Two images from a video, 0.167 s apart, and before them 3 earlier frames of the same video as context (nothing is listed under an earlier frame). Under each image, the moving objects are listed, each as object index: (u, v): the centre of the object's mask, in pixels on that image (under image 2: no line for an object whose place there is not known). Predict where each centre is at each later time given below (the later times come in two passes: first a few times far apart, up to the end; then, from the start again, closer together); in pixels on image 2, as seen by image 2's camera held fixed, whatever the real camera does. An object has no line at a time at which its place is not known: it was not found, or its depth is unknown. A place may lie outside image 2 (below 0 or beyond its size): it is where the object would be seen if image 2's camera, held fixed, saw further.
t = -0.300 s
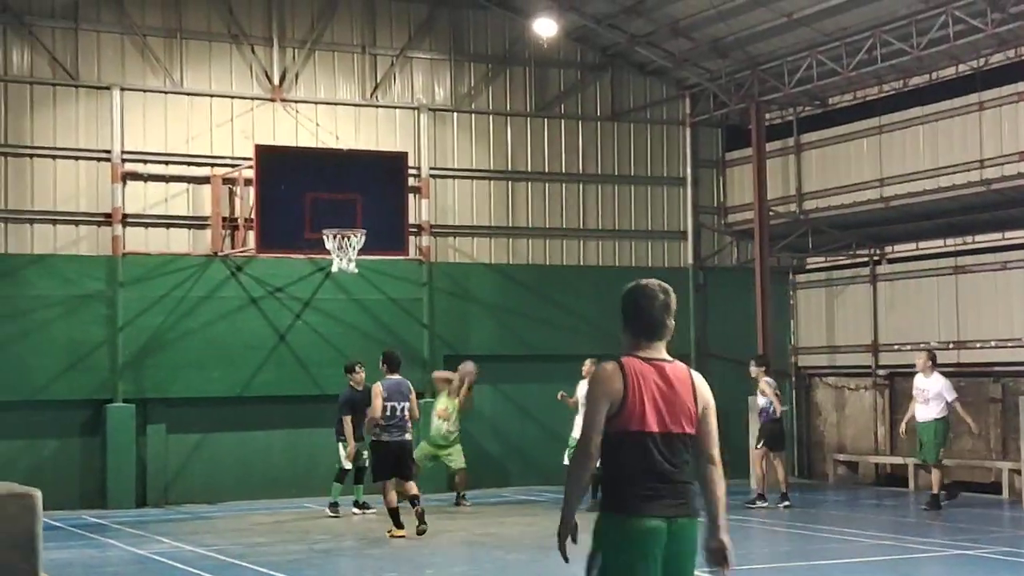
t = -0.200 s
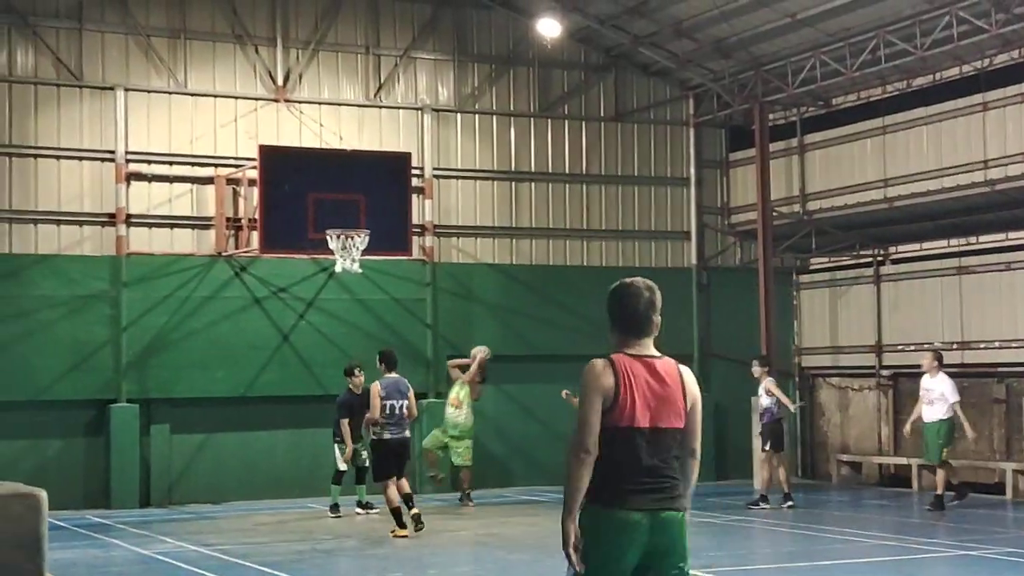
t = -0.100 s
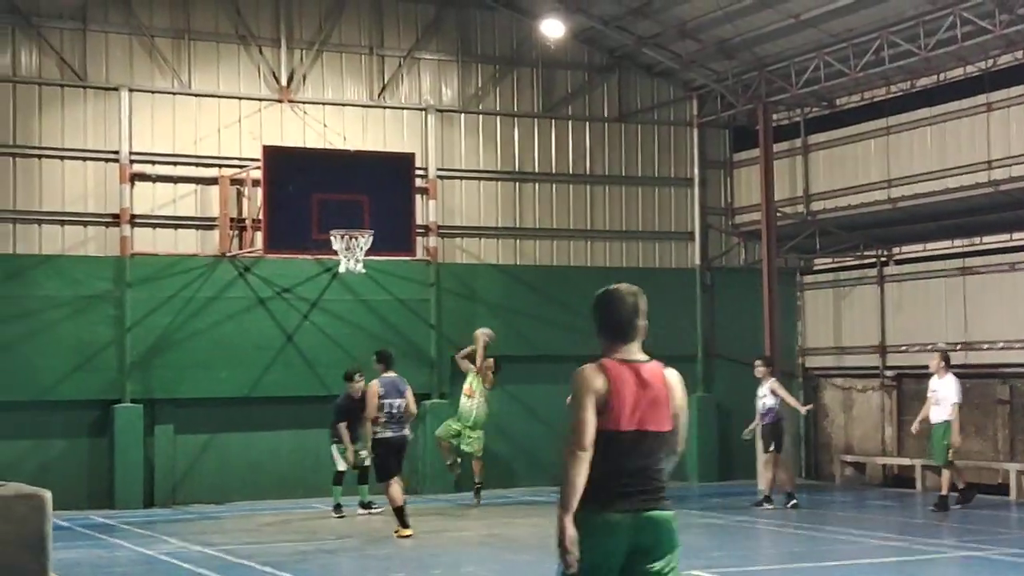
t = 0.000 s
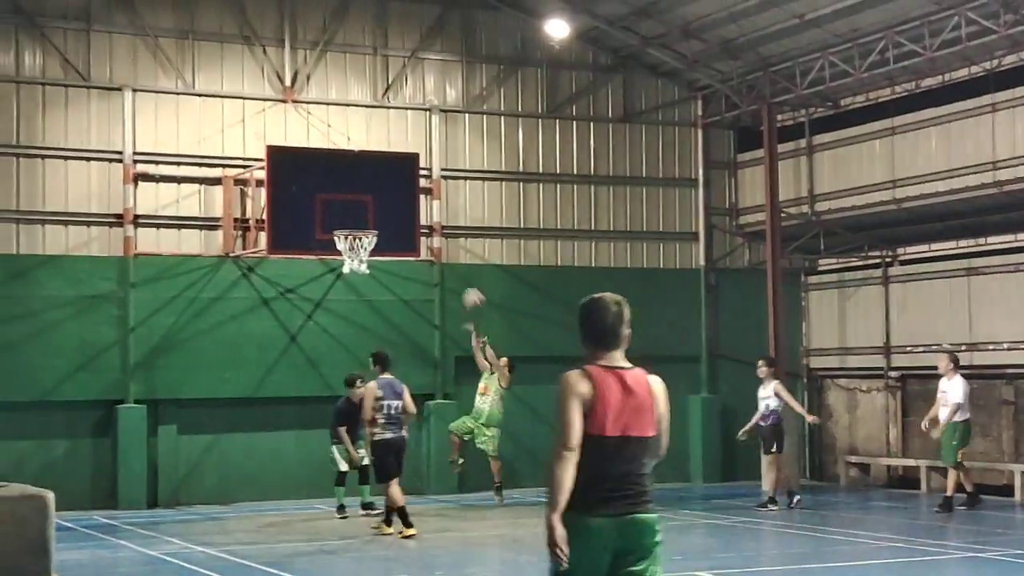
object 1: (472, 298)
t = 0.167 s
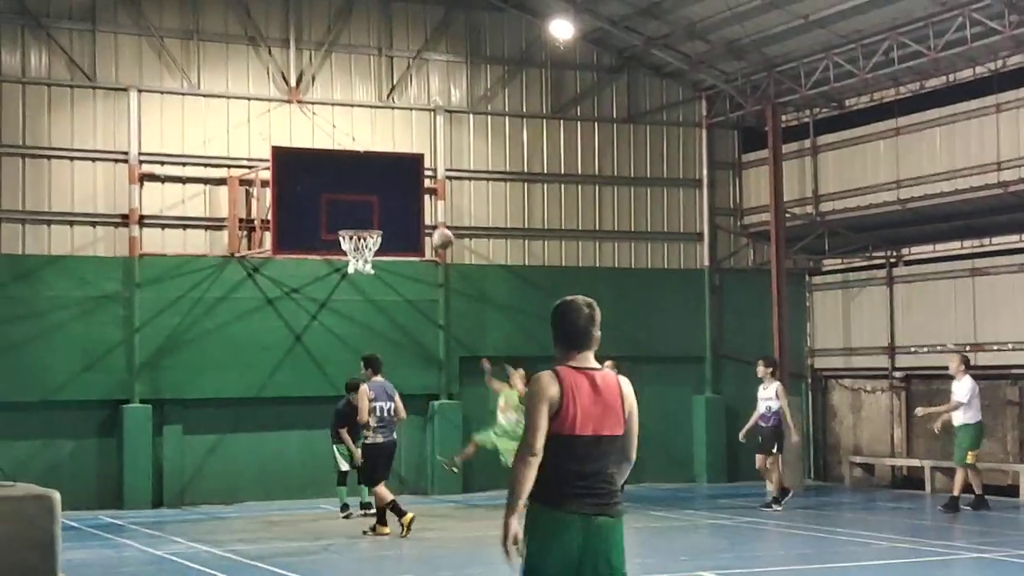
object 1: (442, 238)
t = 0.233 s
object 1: (427, 219)
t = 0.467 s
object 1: (383, 185)
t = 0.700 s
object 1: (354, 199)
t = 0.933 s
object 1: (340, 209)
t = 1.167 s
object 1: (340, 219)
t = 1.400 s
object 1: (340, 219)
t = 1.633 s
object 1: (342, 219)
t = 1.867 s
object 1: (350, 221)
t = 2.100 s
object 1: (368, 239)
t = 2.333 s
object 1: (367, 274)
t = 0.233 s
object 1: (427, 219)
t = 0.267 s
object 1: (420, 211)
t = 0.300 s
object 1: (413, 204)
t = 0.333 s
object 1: (406, 198)
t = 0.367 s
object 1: (399, 192)
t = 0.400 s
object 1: (391, 189)
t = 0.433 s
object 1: (388, 187)
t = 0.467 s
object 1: (383, 185)
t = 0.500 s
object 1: (379, 184)
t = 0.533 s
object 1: (375, 184)
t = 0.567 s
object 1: (371, 185)
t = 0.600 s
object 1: (367, 188)
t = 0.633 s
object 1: (362, 190)
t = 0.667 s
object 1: (358, 195)
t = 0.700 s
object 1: (354, 199)
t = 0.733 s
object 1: (349, 205)
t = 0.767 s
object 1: (345, 212)
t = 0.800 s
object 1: (341, 220)
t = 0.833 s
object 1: (340, 219)
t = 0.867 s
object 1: (340, 214)
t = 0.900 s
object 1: (340, 211)
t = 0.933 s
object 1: (340, 209)
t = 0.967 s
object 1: (339, 207)
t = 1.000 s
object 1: (339, 207)
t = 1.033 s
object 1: (339, 207)
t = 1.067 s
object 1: (340, 209)
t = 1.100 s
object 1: (340, 211)
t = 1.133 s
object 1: (340, 215)
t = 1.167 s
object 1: (340, 219)
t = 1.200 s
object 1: (339, 219)
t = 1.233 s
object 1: (339, 218)
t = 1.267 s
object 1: (340, 218)
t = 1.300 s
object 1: (340, 219)
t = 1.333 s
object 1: (339, 220)
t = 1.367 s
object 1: (340, 219)
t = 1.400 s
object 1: (340, 219)
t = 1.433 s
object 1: (340, 219)
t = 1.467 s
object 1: (340, 219)
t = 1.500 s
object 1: (340, 220)
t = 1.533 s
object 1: (341, 220)
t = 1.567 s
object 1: (341, 219)
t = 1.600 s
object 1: (342, 219)
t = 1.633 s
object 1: (342, 219)
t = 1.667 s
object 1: (343, 220)
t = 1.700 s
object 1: (344, 220)
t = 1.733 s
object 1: (344, 219)
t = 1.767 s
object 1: (346, 220)
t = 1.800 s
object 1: (347, 220)
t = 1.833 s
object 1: (348, 220)
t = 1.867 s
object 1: (350, 221)
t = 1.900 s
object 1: (352, 222)
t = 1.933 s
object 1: (354, 223)
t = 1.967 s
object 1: (356, 225)
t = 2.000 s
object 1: (357, 228)
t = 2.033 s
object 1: (359, 228)
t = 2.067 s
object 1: (363, 237)
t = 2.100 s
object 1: (368, 239)
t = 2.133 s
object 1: (369, 244)
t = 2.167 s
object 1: (366, 254)
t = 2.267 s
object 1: (370, 266)
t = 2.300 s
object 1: (366, 269)
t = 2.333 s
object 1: (367, 274)
